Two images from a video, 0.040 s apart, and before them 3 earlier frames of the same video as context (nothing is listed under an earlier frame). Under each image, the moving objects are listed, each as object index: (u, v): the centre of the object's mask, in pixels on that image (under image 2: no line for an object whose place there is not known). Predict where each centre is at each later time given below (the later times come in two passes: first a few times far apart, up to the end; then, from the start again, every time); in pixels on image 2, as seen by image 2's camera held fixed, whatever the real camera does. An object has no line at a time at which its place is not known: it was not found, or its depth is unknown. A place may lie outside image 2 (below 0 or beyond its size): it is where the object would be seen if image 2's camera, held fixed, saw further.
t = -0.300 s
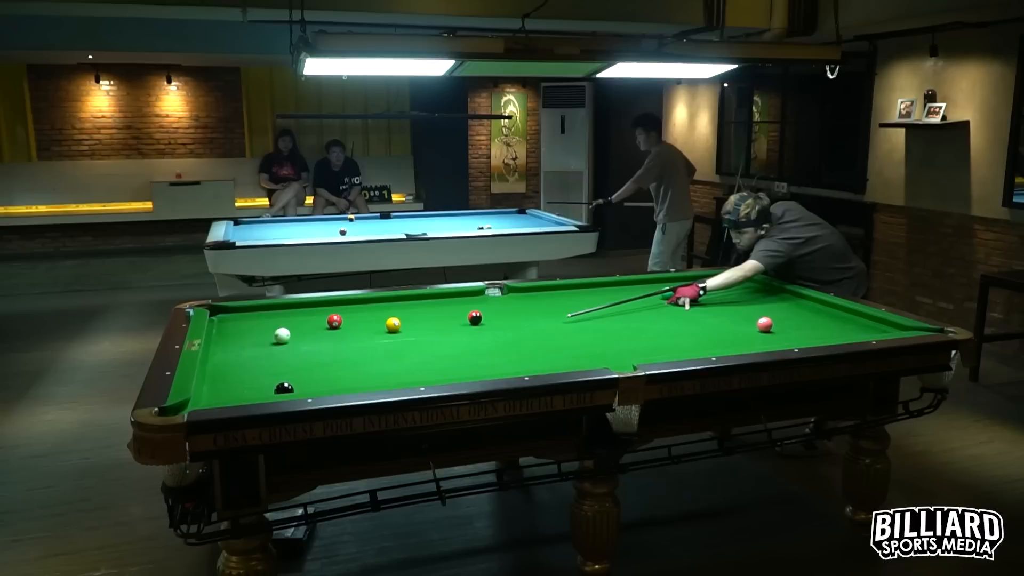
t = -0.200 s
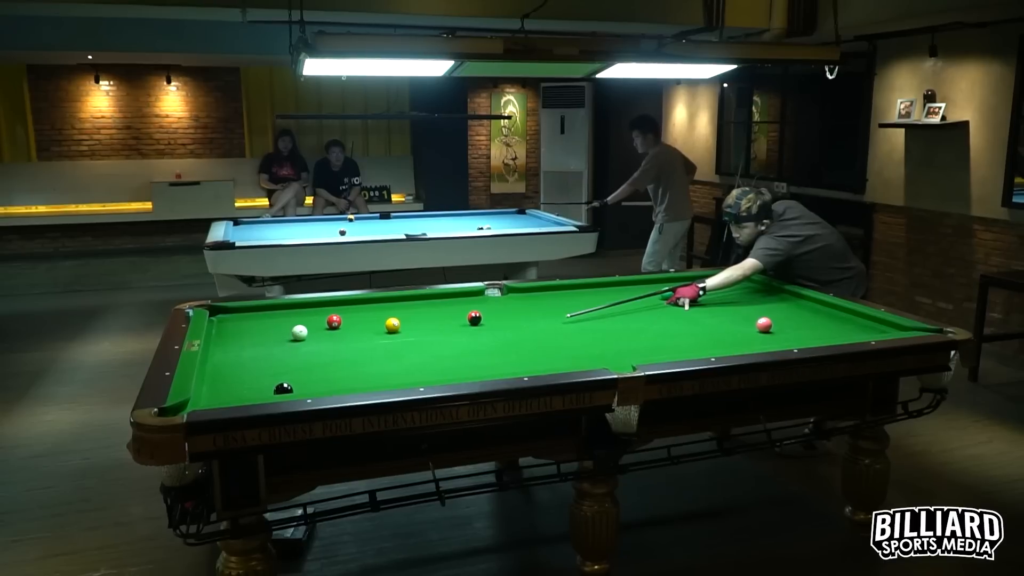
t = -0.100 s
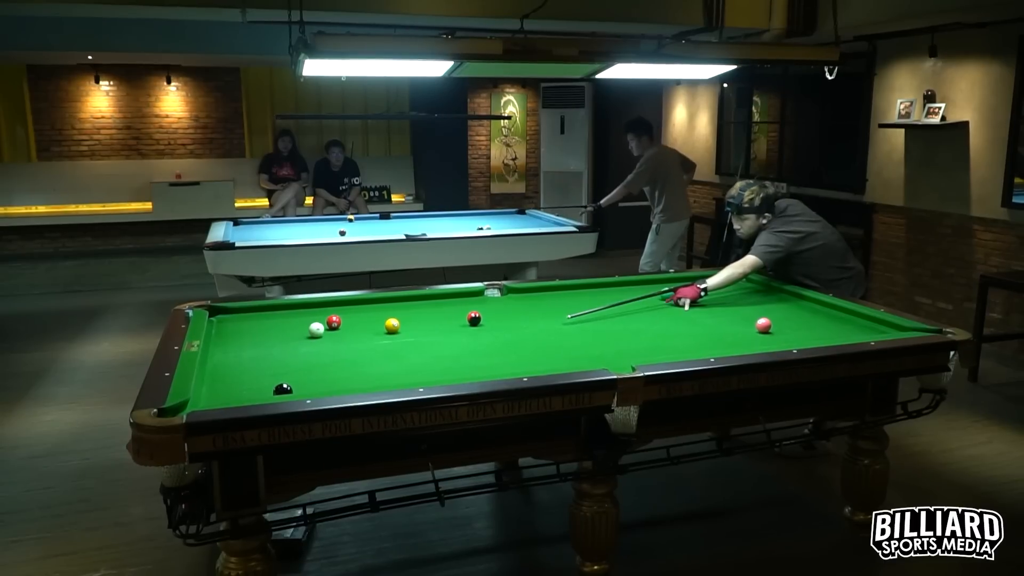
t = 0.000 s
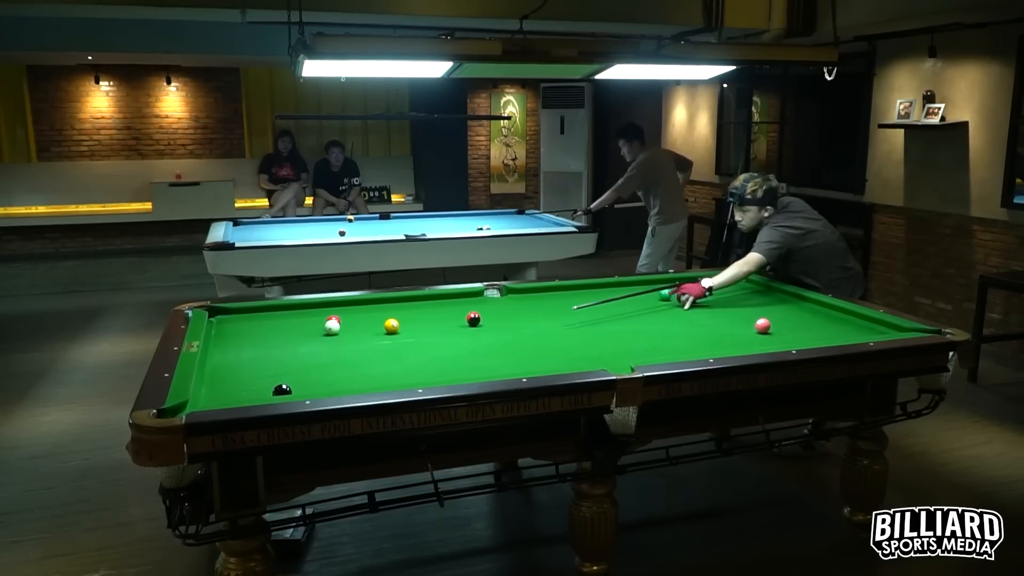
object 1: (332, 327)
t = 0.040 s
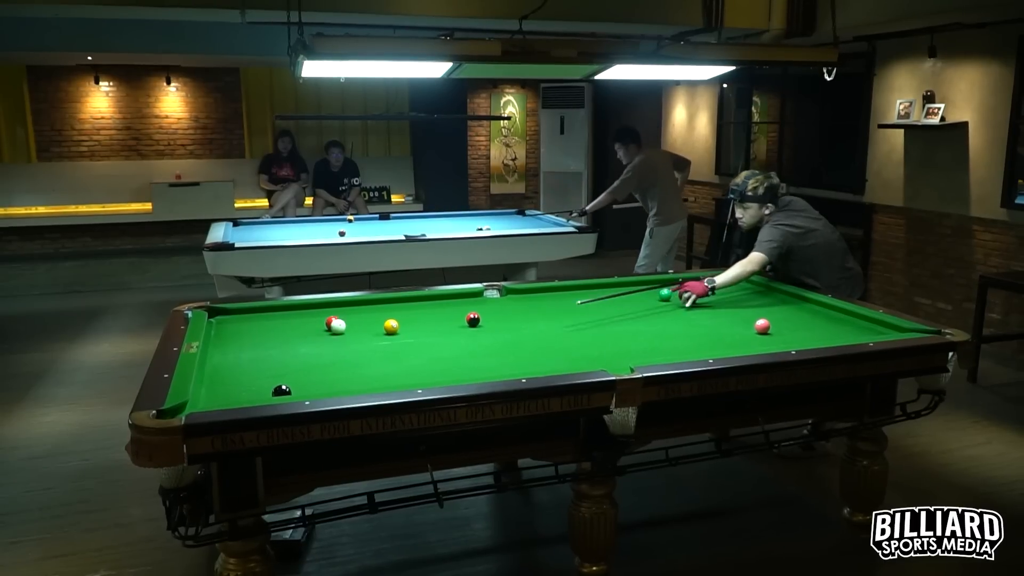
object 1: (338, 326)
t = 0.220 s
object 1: (365, 321)
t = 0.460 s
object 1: (398, 315)
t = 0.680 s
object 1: (425, 310)
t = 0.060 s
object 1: (341, 326)
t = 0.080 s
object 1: (344, 325)
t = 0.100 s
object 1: (347, 325)
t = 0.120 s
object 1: (350, 324)
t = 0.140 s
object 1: (354, 324)
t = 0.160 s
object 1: (357, 323)
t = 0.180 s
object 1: (360, 323)
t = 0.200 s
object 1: (362, 322)
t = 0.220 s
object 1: (365, 321)
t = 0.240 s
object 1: (368, 321)
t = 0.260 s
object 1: (371, 320)
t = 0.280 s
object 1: (374, 320)
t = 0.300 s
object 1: (376, 319)
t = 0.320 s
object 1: (379, 319)
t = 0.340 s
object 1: (381, 318)
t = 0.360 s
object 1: (384, 317)
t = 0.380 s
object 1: (387, 316)
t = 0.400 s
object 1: (390, 315)
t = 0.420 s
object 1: (393, 315)
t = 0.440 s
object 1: (396, 315)
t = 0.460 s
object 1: (398, 315)
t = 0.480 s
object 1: (401, 315)
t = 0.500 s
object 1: (403, 314)
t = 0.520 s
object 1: (406, 314)
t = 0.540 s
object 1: (408, 313)
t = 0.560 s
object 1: (411, 313)
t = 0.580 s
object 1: (413, 312)
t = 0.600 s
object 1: (416, 312)
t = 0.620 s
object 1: (418, 312)
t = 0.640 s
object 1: (421, 311)
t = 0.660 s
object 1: (423, 311)
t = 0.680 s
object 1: (425, 310)
